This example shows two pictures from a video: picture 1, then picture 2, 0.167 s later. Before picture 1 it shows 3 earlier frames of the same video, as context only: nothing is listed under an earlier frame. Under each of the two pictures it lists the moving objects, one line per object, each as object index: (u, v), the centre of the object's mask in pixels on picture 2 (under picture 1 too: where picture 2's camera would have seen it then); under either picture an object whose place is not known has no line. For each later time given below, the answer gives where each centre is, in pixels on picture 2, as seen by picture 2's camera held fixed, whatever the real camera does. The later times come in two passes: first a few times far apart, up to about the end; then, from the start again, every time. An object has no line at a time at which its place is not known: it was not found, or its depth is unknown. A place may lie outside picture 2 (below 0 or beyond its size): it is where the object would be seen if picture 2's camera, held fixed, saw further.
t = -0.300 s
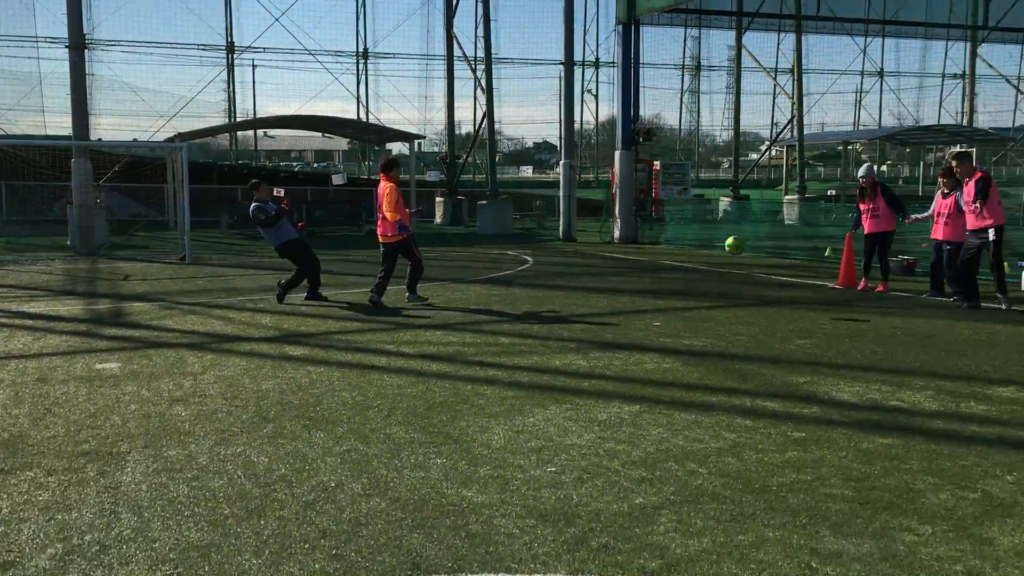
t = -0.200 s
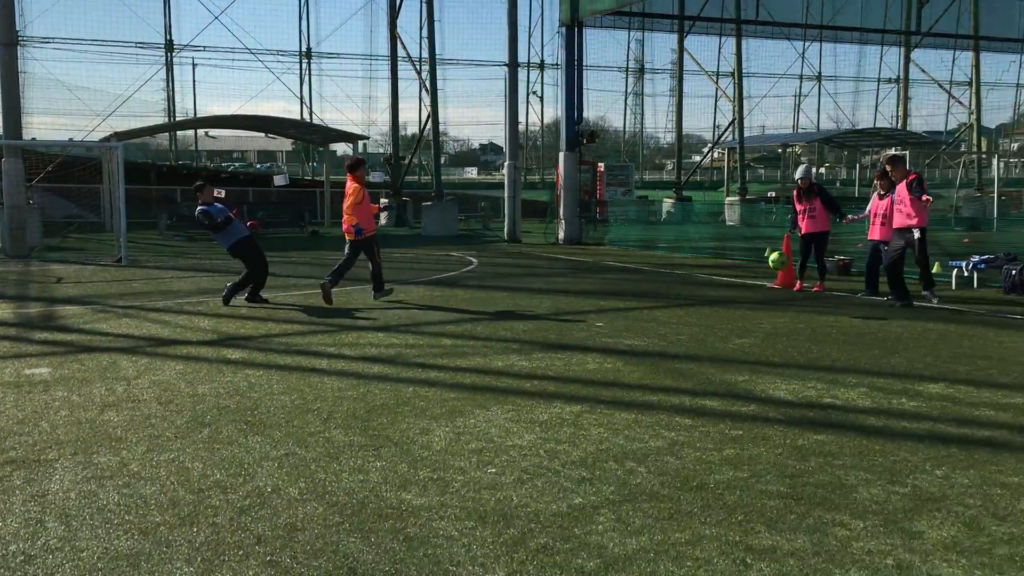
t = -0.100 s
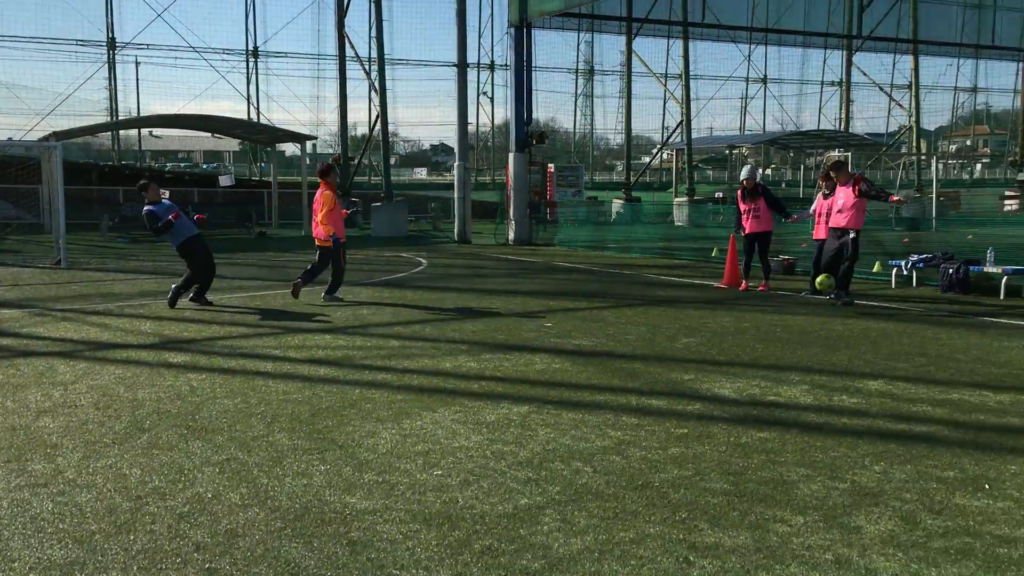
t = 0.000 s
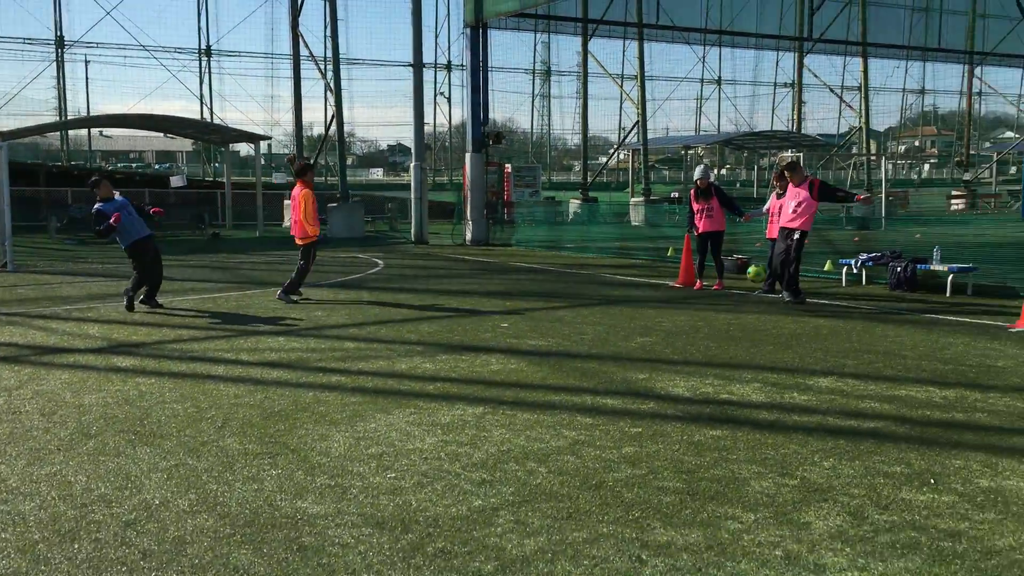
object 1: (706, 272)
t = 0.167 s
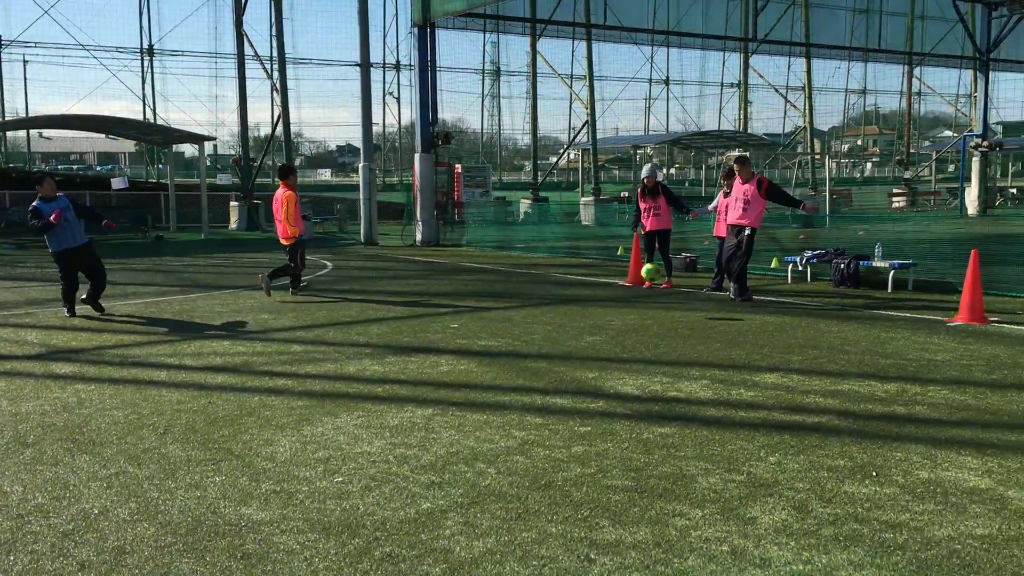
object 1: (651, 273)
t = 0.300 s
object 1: (605, 292)
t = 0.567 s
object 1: (551, 303)
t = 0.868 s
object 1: (504, 321)
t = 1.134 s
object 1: (460, 331)
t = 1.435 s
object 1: (409, 339)
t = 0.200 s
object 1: (639, 275)
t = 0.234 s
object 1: (628, 280)
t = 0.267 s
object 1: (616, 285)
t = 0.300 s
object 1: (605, 292)
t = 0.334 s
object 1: (593, 300)
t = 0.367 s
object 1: (582, 309)
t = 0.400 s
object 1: (574, 313)
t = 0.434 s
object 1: (569, 309)
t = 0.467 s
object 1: (564, 307)
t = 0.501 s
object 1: (560, 305)
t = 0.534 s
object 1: (555, 304)
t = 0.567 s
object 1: (551, 303)
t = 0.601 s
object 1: (546, 305)
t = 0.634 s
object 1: (541, 307)
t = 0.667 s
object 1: (536, 311)
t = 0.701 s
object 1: (531, 316)
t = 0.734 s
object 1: (526, 321)
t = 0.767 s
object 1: (521, 320)
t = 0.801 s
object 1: (515, 319)
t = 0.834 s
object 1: (510, 319)
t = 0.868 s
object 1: (504, 321)
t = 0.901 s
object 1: (498, 325)
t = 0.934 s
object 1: (493, 325)
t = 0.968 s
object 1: (487, 325)
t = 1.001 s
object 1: (482, 326)
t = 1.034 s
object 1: (476, 328)
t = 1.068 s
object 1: (471, 329)
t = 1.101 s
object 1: (465, 329)
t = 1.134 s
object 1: (460, 331)
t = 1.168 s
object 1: (454, 331)
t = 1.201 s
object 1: (448, 332)
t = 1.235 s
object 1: (443, 333)
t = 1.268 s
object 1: (437, 334)
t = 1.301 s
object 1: (431, 335)
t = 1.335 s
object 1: (426, 336)
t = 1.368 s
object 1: (420, 337)
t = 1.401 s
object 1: (414, 338)
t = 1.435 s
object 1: (409, 339)
